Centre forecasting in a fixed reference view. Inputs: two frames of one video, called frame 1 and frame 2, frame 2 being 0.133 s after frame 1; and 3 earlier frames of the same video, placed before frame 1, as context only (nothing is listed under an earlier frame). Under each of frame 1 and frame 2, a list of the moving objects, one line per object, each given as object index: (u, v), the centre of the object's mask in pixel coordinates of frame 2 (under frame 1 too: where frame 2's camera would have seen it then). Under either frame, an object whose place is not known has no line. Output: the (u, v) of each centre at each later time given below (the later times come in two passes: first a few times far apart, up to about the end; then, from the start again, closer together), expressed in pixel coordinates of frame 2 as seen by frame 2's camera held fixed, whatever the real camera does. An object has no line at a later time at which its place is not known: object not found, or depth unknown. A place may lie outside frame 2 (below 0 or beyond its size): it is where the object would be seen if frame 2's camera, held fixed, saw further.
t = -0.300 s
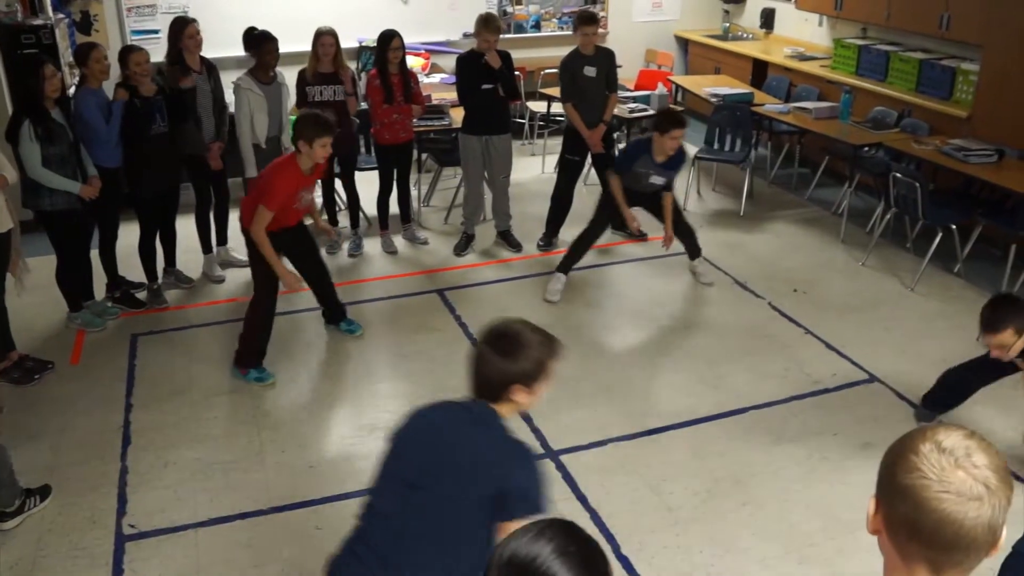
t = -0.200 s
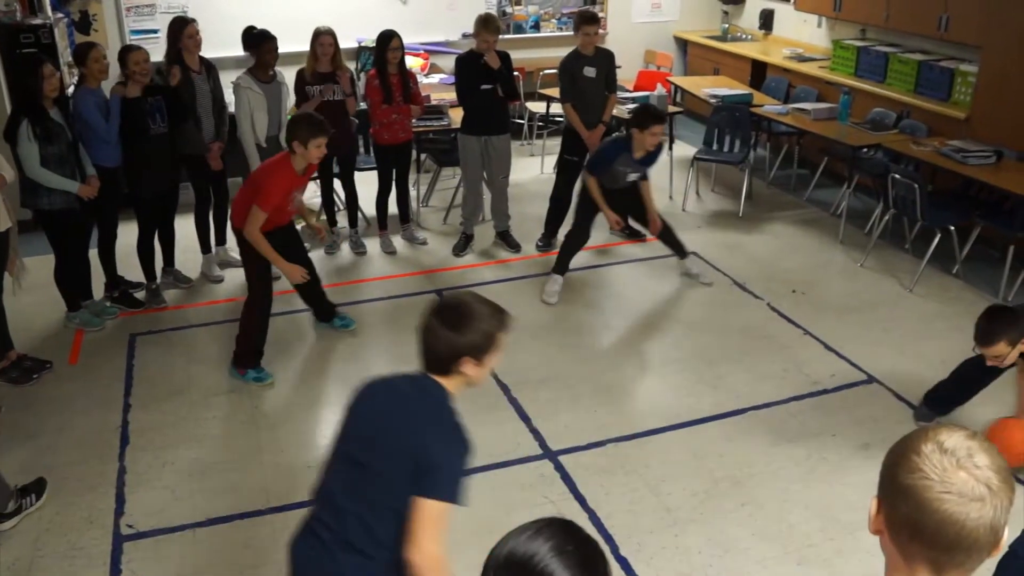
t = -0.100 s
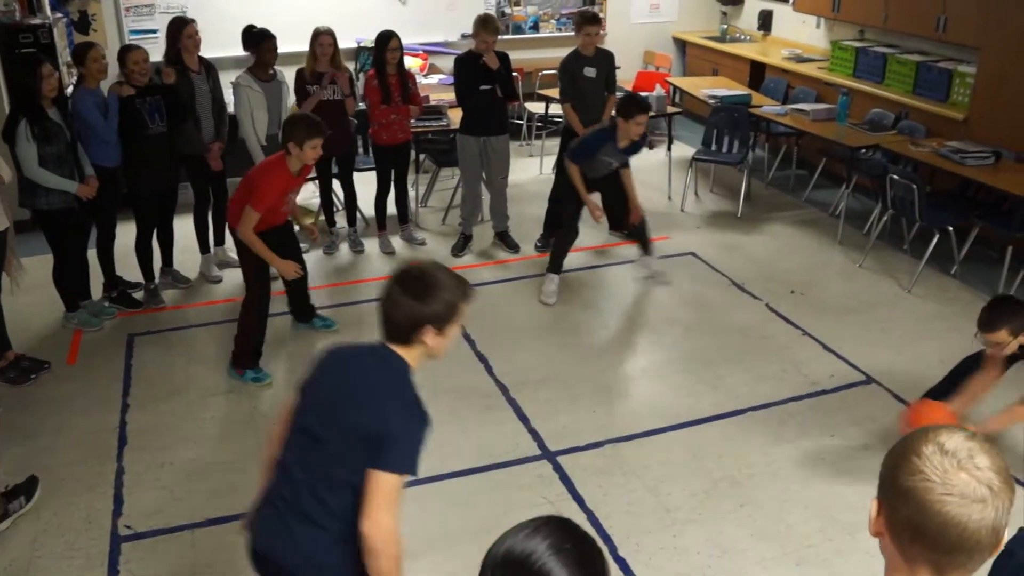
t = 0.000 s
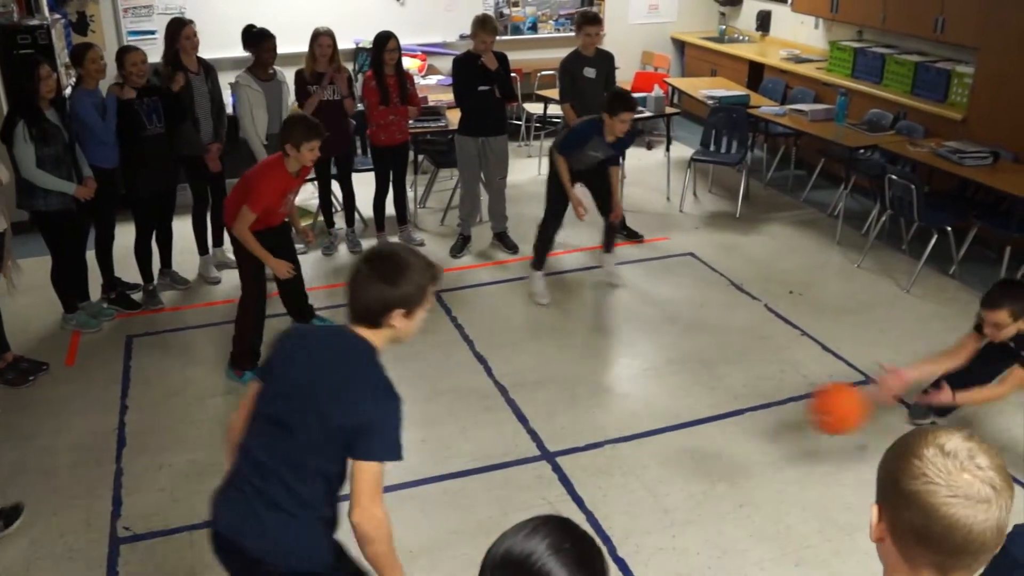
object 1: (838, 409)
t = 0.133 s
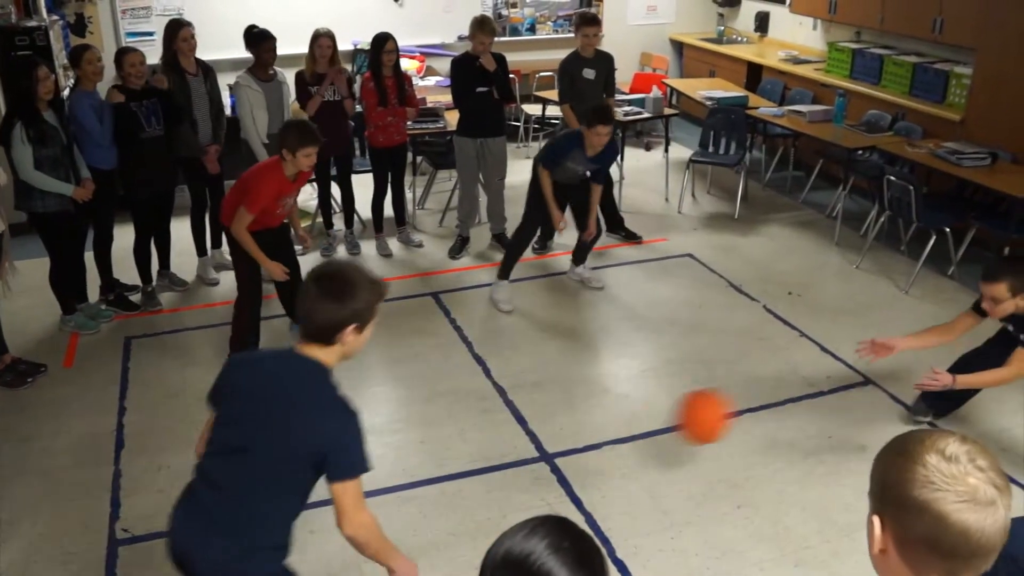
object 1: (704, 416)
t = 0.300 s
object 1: (524, 479)
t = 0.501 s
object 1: (375, 464)
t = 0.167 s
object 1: (668, 424)
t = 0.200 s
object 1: (633, 434)
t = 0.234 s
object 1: (596, 447)
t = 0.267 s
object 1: (560, 462)
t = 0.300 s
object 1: (524, 479)
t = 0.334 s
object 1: (491, 496)
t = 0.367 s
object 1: (464, 502)
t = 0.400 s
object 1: (442, 489)
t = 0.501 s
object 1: (375, 464)
